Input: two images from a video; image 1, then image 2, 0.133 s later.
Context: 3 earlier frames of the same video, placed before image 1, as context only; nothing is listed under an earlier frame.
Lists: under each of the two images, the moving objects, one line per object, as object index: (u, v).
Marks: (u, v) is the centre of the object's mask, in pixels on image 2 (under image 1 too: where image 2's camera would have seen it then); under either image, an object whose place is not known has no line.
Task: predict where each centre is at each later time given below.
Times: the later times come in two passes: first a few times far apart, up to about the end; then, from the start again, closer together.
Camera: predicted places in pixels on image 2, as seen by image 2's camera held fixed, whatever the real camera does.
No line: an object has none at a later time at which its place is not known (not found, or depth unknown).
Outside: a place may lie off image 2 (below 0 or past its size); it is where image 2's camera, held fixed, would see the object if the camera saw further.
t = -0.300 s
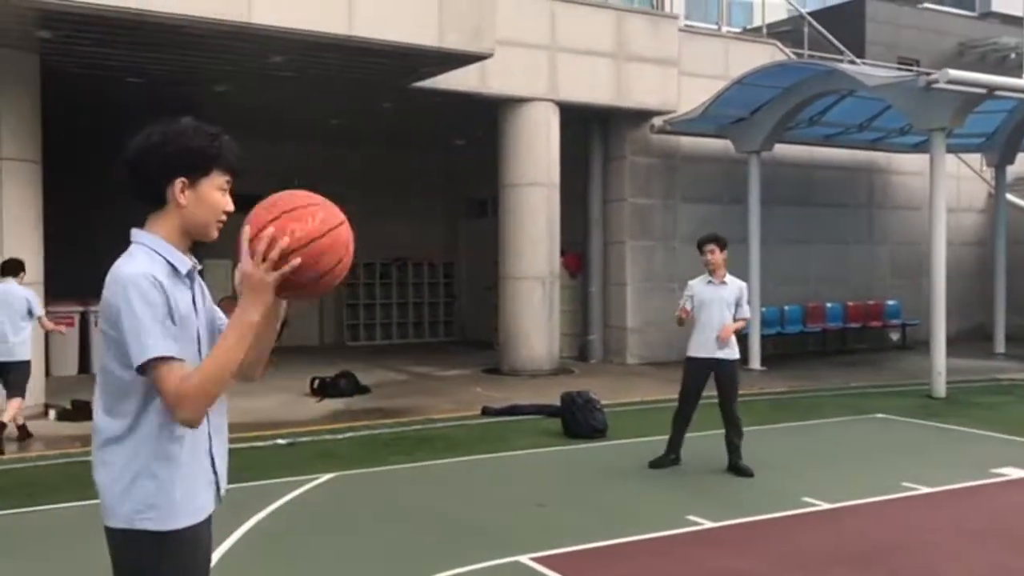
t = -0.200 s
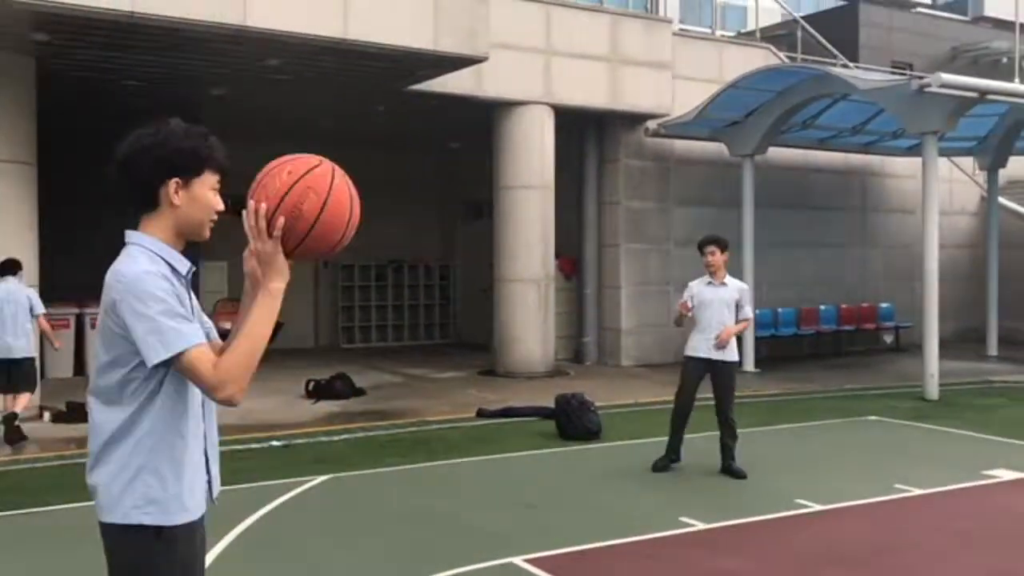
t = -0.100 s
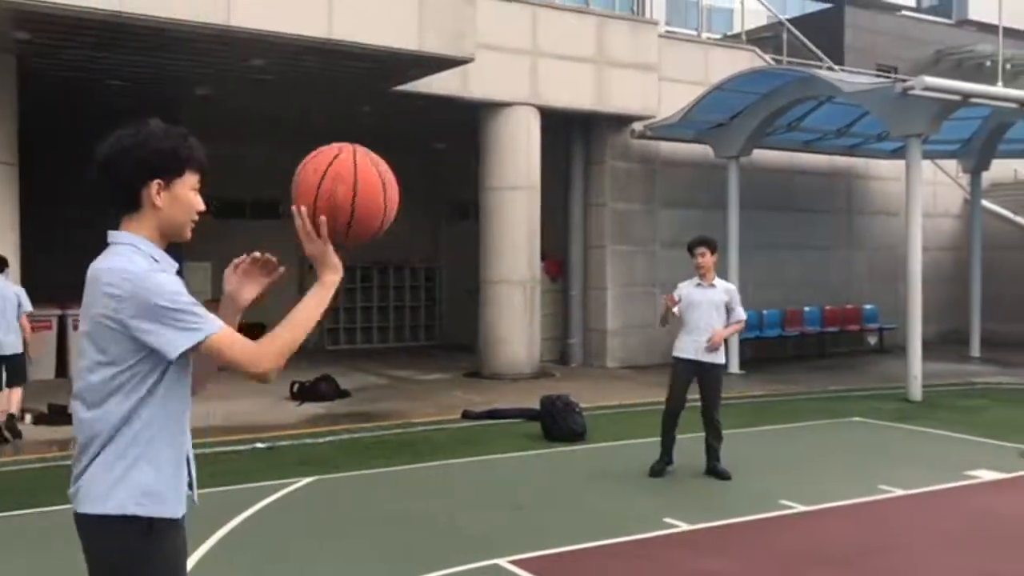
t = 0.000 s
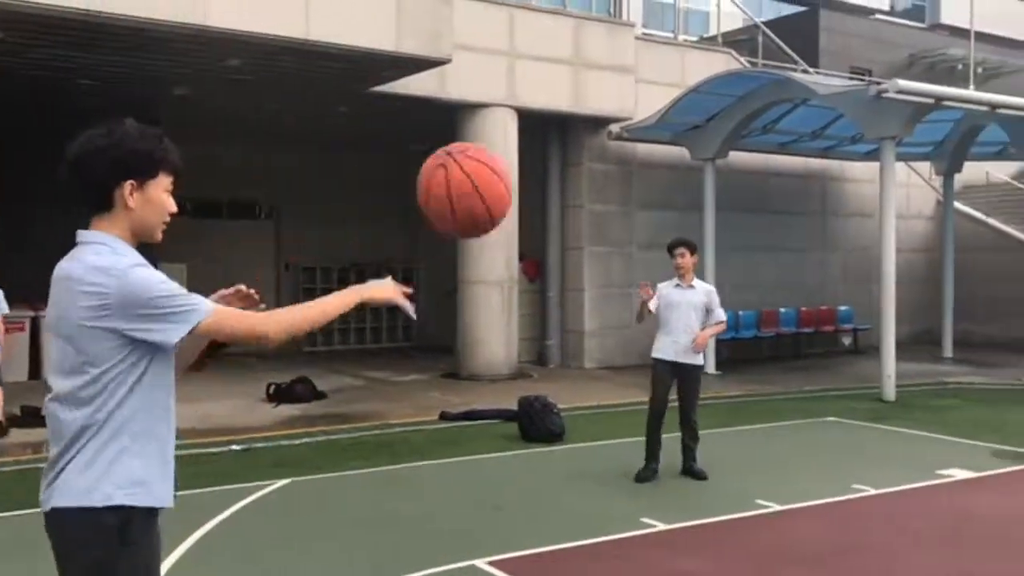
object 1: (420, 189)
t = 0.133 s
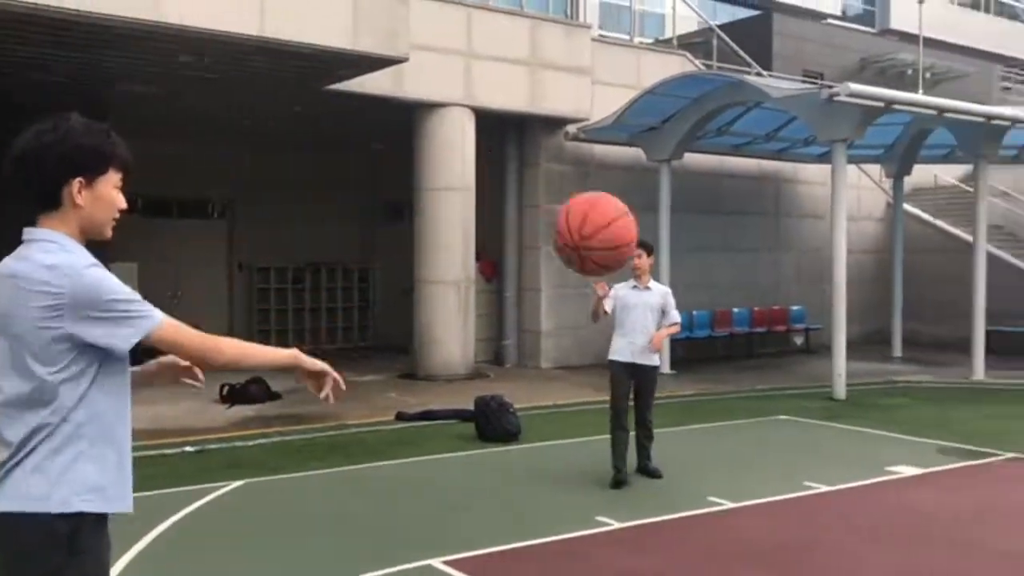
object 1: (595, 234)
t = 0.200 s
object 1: (668, 273)
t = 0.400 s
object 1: (841, 445)
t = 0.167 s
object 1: (632, 251)
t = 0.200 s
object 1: (668, 273)
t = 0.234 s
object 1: (701, 297)
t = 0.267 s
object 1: (732, 323)
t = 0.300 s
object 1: (762, 351)
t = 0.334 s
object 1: (790, 380)
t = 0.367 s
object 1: (816, 412)
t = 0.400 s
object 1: (841, 445)
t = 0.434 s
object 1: (864, 480)
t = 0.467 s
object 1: (886, 515)
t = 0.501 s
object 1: (905, 551)
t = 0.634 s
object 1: (960, 539)
